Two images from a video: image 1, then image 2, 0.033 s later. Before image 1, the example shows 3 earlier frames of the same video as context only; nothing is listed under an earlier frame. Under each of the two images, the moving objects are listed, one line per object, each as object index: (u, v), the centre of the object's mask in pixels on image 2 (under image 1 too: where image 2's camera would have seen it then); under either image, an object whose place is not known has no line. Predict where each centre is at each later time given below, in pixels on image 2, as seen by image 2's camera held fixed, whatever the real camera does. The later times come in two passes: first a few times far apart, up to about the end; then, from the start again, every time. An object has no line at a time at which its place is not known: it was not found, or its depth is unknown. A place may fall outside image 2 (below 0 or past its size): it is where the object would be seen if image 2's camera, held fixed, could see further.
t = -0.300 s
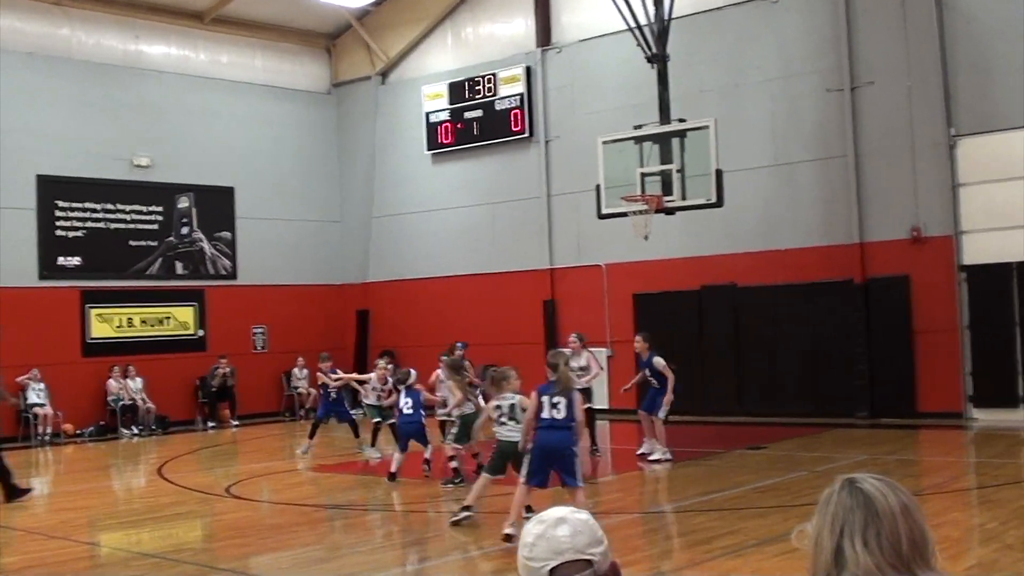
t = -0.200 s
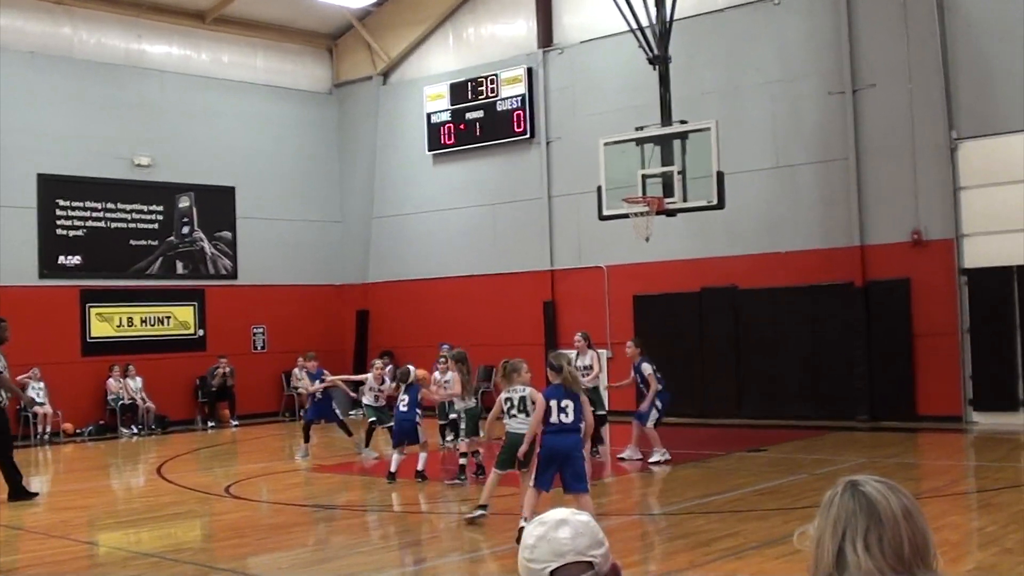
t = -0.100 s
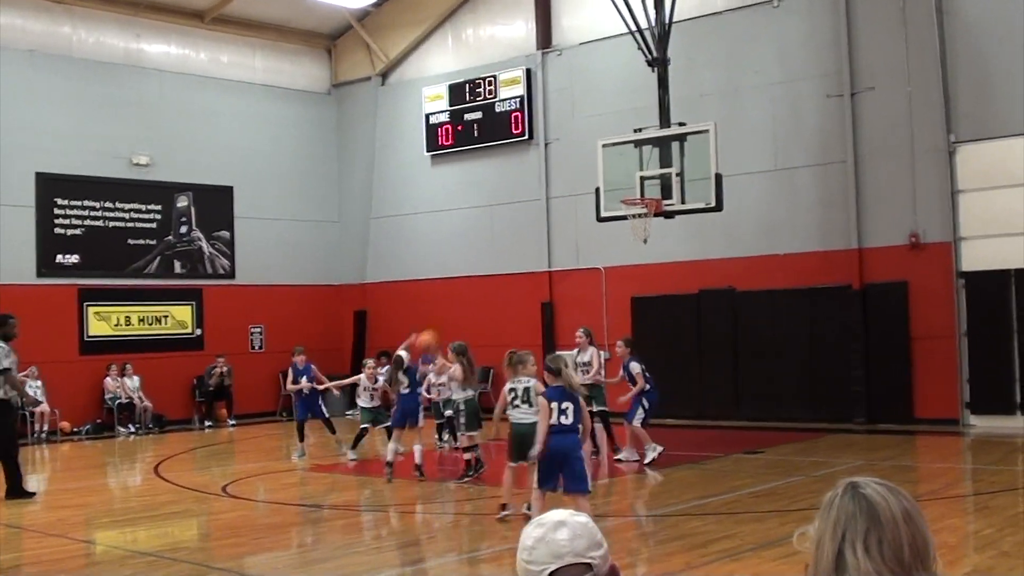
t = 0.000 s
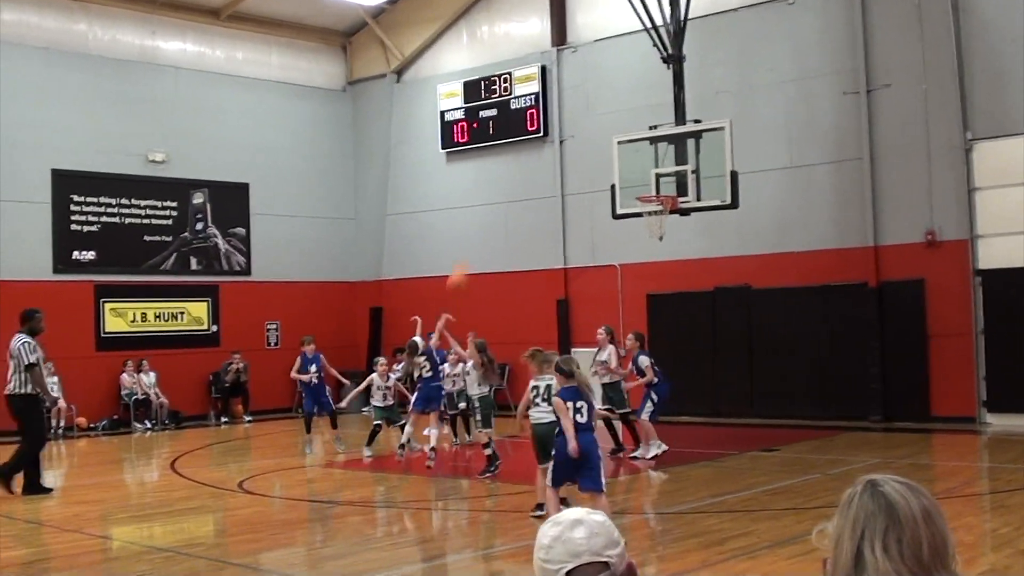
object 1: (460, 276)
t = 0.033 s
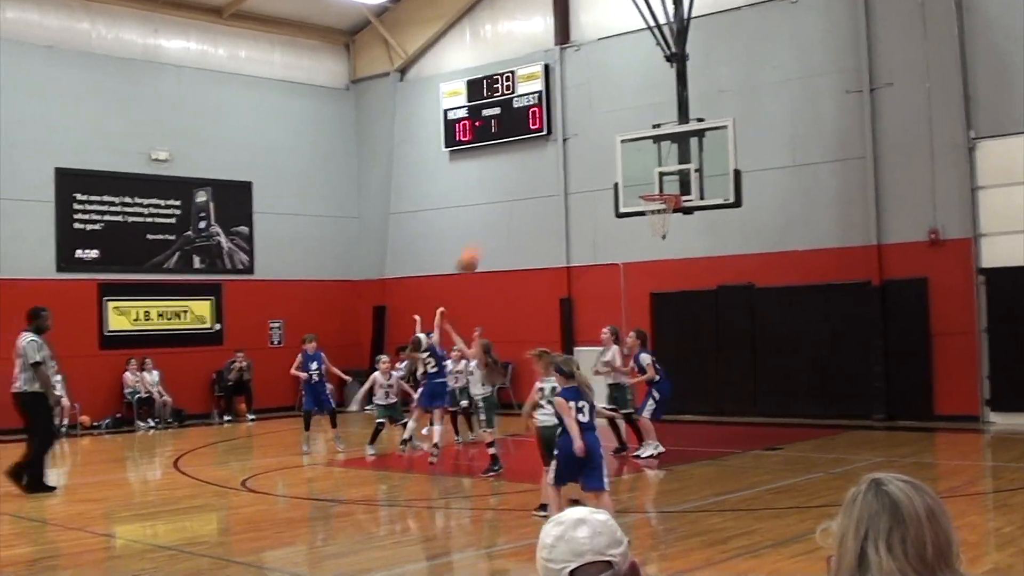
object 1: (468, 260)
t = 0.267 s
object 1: (505, 172)
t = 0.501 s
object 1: (541, 137)
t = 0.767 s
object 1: (579, 155)
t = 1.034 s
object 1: (616, 226)
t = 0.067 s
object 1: (474, 245)
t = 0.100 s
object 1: (479, 228)
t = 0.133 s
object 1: (483, 215)
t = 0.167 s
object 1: (489, 203)
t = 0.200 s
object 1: (495, 192)
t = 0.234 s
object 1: (500, 181)
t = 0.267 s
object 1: (505, 172)
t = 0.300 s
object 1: (510, 164)
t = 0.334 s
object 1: (516, 157)
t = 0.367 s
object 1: (520, 151)
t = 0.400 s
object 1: (526, 146)
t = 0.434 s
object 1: (531, 142)
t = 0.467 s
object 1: (536, 139)
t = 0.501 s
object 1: (541, 137)
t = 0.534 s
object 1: (546, 136)
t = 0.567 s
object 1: (551, 136)
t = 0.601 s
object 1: (555, 137)
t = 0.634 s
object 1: (560, 139)
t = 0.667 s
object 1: (565, 141)
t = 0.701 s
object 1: (570, 144)
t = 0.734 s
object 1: (574, 148)
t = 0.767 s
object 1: (579, 155)
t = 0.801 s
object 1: (584, 161)
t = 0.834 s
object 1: (589, 168)
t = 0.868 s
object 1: (593, 176)
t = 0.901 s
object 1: (598, 184)
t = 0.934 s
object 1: (602, 195)
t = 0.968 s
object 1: (607, 205)
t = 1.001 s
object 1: (611, 215)
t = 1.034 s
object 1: (616, 226)
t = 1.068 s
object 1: (620, 239)
